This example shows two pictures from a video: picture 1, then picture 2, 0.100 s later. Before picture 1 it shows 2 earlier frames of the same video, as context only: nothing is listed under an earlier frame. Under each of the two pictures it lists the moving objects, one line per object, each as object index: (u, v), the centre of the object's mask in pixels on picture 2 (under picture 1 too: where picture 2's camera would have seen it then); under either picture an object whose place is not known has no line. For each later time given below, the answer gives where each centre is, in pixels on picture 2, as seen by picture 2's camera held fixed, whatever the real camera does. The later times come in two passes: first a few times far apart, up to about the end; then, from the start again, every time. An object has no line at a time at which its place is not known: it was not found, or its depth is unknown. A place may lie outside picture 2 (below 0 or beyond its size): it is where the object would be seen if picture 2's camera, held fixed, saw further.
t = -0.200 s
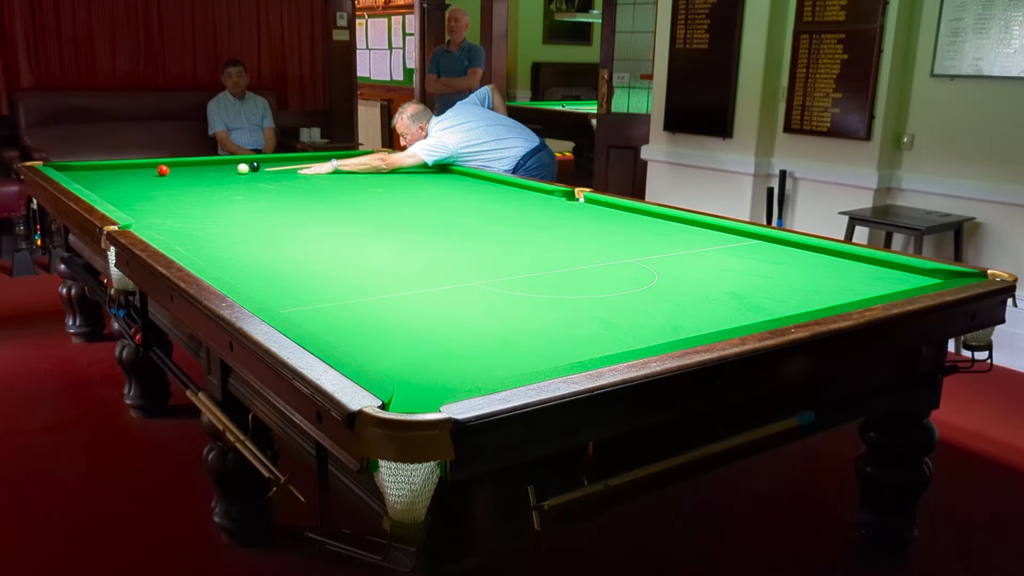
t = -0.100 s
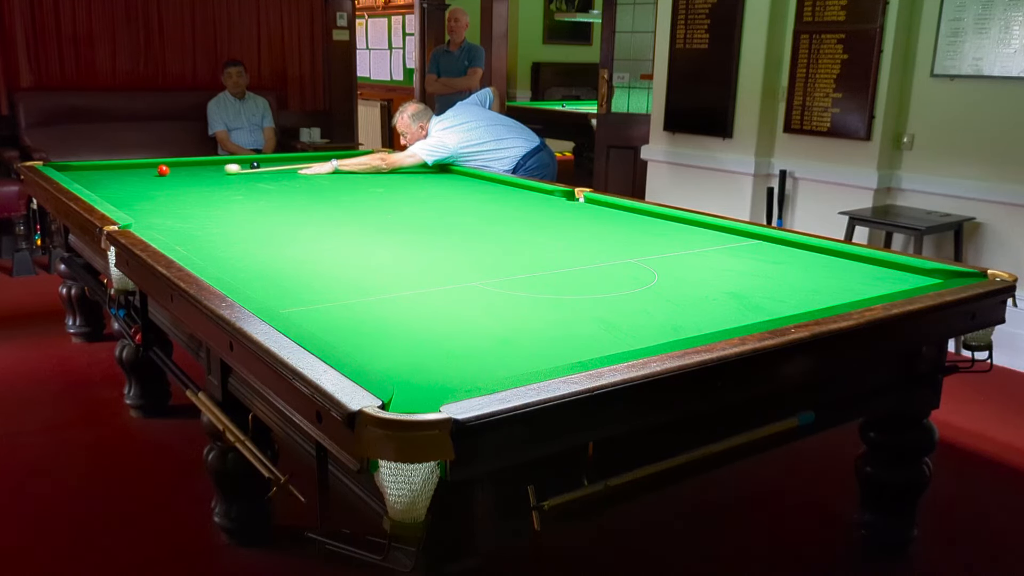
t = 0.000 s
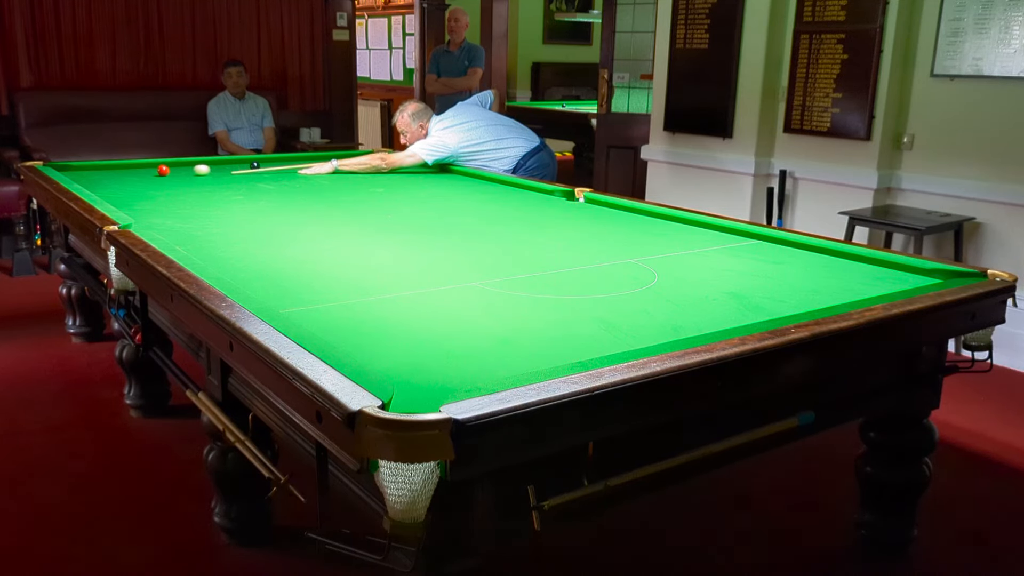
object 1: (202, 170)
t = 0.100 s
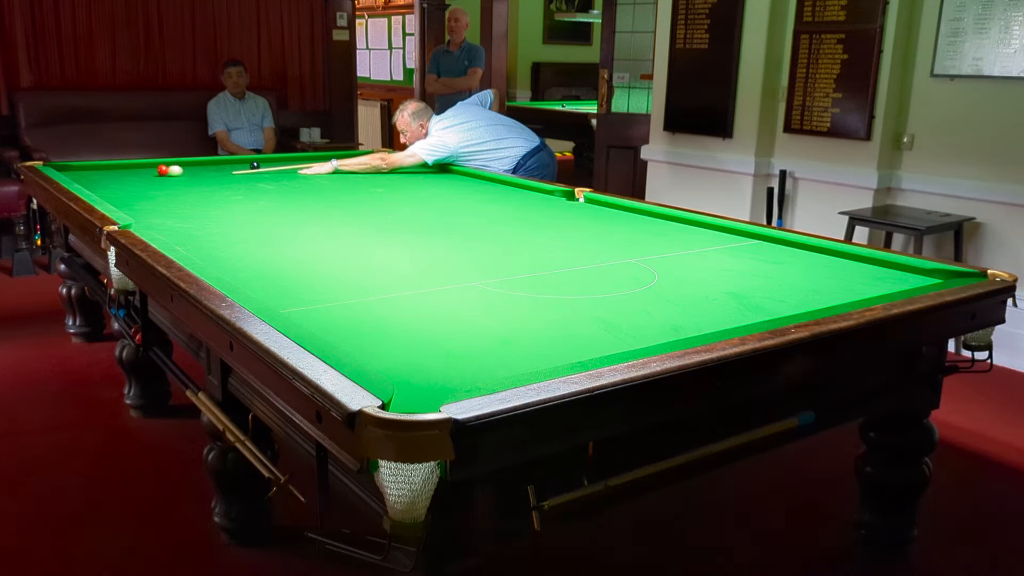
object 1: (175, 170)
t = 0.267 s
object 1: (169, 172)
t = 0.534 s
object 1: (164, 175)
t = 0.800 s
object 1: (159, 177)
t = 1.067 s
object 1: (154, 179)
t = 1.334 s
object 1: (150, 181)
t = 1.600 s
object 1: (146, 183)
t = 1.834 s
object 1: (143, 184)
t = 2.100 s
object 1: (140, 186)
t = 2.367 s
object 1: (137, 187)
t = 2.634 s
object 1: (135, 188)
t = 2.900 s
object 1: (133, 189)
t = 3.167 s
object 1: (132, 190)
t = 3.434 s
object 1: (131, 191)
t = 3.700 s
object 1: (131, 191)
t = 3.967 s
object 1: (131, 192)
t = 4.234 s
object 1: (132, 192)
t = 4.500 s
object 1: (132, 192)
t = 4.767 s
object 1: (132, 192)
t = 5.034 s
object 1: (132, 192)
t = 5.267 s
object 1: (132, 192)
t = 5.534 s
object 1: (132, 192)
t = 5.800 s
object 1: (131, 192)
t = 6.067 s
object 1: (132, 192)
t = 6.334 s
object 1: (132, 192)
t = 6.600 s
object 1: (132, 192)
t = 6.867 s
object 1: (132, 192)
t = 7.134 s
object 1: (132, 192)
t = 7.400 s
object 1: (132, 192)
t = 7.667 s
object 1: (132, 192)
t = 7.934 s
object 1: (132, 192)
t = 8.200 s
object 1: (132, 192)
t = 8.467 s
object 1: (132, 192)
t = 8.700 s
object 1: (132, 192)
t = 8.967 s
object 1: (132, 192)
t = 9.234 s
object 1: (132, 192)
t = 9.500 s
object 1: (131, 192)
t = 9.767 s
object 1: (132, 192)
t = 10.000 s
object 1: (131, 192)
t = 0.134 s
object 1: (172, 171)
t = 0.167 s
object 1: (171, 171)
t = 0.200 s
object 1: (170, 172)
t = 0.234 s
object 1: (169, 172)
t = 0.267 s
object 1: (169, 172)
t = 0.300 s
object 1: (168, 172)
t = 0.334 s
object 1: (167, 173)
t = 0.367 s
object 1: (167, 173)
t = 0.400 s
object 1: (166, 173)
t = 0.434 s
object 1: (165, 174)
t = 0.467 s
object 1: (165, 174)
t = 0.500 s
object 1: (164, 174)
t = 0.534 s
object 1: (164, 175)
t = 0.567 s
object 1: (163, 175)
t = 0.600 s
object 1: (163, 175)
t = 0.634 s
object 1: (162, 175)
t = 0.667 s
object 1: (161, 176)
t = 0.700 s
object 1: (161, 176)
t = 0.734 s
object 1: (160, 176)
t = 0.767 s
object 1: (159, 177)
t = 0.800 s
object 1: (159, 177)
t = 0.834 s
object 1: (158, 177)
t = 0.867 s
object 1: (158, 177)
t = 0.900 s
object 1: (157, 177)
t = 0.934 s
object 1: (157, 178)
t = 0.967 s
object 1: (156, 178)
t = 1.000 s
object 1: (155, 178)
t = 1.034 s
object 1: (155, 179)
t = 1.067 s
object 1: (154, 179)
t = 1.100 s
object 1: (154, 179)
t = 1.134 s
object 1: (153, 179)
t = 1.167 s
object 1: (153, 179)
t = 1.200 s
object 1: (152, 180)
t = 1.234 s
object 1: (152, 180)
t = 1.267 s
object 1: (151, 180)
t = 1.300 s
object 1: (151, 180)
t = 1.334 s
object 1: (150, 181)
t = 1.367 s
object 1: (150, 181)
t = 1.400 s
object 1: (149, 181)
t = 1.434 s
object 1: (149, 181)
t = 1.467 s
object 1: (148, 182)
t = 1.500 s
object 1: (148, 182)
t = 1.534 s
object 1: (147, 182)
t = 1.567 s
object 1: (147, 182)
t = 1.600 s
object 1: (146, 183)
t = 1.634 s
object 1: (146, 183)
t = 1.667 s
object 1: (145, 183)
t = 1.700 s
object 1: (145, 183)
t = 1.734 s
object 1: (144, 183)
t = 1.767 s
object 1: (144, 184)
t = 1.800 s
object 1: (144, 184)
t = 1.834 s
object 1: (143, 184)
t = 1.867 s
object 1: (143, 184)
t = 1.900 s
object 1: (142, 184)
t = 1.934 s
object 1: (142, 185)
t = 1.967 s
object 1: (142, 185)
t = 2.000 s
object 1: (141, 185)
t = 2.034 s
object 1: (141, 185)
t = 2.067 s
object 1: (140, 185)
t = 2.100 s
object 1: (140, 186)
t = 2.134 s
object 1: (140, 186)
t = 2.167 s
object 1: (139, 186)
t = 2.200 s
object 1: (139, 186)
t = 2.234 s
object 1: (139, 186)
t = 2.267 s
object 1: (138, 186)
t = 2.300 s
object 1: (138, 187)
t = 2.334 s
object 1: (138, 187)
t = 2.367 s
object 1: (137, 187)
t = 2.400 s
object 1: (137, 187)
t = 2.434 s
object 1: (137, 187)
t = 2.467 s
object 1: (136, 188)
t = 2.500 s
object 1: (136, 188)
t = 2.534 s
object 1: (136, 188)
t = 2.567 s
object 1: (136, 188)
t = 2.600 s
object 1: (135, 188)
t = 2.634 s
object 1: (135, 188)
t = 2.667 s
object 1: (135, 188)
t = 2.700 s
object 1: (135, 189)
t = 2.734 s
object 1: (135, 189)
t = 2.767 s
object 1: (134, 189)
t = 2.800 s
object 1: (134, 189)
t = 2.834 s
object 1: (134, 189)
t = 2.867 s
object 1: (134, 189)
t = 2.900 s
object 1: (133, 189)
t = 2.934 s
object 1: (133, 190)
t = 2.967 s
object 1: (133, 190)
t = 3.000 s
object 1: (133, 190)
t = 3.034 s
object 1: (133, 190)
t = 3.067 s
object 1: (132, 190)
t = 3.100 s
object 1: (132, 190)
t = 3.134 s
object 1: (132, 190)
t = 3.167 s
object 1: (132, 190)
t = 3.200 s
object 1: (132, 190)
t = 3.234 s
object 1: (132, 191)
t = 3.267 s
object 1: (132, 191)
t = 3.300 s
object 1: (131, 191)
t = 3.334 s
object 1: (131, 191)
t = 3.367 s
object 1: (131, 191)
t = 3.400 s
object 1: (131, 191)
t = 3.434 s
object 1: (131, 191)
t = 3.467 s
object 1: (131, 191)
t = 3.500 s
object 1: (131, 191)
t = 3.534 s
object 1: (131, 191)
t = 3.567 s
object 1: (131, 191)
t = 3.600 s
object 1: (131, 191)
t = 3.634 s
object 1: (131, 191)
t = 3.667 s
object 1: (131, 191)
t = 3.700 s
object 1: (131, 191)
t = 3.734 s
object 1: (131, 191)
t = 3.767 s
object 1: (131, 192)
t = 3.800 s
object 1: (131, 191)
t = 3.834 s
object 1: (131, 191)
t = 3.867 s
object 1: (131, 192)
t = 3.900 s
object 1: (131, 192)
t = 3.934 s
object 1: (131, 192)
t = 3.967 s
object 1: (131, 192)
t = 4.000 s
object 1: (131, 192)
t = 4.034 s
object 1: (131, 192)
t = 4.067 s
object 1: (131, 192)
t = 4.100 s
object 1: (131, 192)
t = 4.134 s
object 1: (132, 192)
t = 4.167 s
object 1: (132, 192)
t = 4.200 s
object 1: (132, 192)
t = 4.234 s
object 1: (132, 192)
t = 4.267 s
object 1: (132, 192)
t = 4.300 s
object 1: (132, 192)
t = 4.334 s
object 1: (132, 192)
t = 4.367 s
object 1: (132, 192)
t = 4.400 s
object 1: (132, 192)
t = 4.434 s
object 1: (132, 192)
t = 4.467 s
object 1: (132, 192)
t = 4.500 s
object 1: (132, 192)
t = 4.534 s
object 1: (132, 192)
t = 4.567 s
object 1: (132, 192)
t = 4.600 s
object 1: (132, 192)
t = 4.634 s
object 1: (132, 192)
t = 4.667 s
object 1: (132, 192)
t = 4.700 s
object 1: (132, 192)
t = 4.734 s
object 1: (132, 192)
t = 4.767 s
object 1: (132, 192)
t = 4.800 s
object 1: (132, 192)
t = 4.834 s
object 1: (132, 192)
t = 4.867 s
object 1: (132, 192)
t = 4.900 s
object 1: (132, 192)
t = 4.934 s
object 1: (132, 192)
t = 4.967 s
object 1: (132, 192)
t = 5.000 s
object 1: (132, 192)
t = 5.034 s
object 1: (132, 192)
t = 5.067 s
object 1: (132, 192)
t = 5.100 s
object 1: (132, 192)
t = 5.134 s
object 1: (132, 192)
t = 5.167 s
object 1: (132, 192)
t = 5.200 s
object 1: (132, 192)
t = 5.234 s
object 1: (132, 192)
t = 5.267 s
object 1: (132, 192)
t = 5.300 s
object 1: (132, 192)
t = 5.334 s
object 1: (132, 192)
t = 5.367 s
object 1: (132, 192)
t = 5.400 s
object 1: (132, 192)
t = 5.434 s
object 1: (132, 192)
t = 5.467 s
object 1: (132, 192)
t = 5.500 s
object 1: (132, 192)
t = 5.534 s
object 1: (132, 192)
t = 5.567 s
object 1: (131, 192)
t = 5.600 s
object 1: (132, 192)
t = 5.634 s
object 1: (132, 192)
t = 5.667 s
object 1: (132, 192)
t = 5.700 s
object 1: (132, 192)
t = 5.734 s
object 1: (132, 192)
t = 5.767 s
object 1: (132, 192)
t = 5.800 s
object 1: (131, 192)
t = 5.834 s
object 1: (131, 192)
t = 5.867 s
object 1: (131, 192)
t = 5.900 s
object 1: (131, 192)
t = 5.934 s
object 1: (131, 192)
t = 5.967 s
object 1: (132, 192)
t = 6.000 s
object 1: (132, 192)
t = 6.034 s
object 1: (132, 192)
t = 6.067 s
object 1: (132, 192)
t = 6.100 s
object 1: (132, 192)
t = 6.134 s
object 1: (132, 192)
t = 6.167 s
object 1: (132, 192)
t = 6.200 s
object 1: (132, 192)
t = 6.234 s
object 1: (132, 192)
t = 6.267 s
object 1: (132, 192)
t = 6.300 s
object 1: (132, 192)
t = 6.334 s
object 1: (132, 192)
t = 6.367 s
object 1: (132, 192)
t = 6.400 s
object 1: (132, 192)
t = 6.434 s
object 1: (132, 192)
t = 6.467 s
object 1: (132, 192)
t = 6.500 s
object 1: (132, 192)
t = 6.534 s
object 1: (132, 192)
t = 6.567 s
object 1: (132, 192)
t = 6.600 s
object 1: (132, 192)
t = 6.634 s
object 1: (132, 192)
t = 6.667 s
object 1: (132, 192)
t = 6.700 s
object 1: (132, 192)
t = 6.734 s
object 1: (132, 192)
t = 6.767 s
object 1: (132, 192)
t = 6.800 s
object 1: (132, 192)
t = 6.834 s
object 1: (132, 192)
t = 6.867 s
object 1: (132, 192)
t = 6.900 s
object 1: (132, 192)
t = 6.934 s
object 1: (132, 192)
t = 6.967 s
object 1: (132, 192)
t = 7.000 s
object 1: (132, 192)
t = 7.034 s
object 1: (132, 192)
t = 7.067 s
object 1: (132, 192)
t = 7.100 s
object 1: (132, 192)
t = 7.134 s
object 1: (132, 192)
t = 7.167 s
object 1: (132, 192)
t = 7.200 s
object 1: (132, 192)
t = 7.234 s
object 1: (132, 192)
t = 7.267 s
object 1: (132, 192)
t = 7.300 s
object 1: (132, 192)
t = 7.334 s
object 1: (132, 192)
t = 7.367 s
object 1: (132, 192)
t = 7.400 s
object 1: (132, 192)
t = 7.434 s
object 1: (132, 192)
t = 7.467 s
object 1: (132, 192)
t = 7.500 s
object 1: (132, 192)
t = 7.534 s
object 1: (132, 192)
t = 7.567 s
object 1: (132, 192)
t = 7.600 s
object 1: (132, 192)
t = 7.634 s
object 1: (132, 192)
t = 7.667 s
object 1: (132, 192)
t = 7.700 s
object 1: (132, 192)
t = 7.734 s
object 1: (132, 192)
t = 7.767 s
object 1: (132, 192)
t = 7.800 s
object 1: (132, 192)
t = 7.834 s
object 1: (132, 192)
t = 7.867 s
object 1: (132, 192)
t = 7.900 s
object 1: (132, 192)
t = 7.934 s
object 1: (132, 192)
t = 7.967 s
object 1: (132, 192)
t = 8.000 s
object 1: (132, 192)
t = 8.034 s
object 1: (132, 192)
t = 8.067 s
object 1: (132, 192)
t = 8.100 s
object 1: (132, 192)
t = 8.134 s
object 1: (132, 192)
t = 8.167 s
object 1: (132, 192)
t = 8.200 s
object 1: (132, 192)
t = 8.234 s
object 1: (132, 192)
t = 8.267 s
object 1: (132, 192)
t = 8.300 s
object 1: (131, 192)
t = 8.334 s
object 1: (132, 192)
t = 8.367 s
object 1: (132, 192)
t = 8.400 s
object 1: (132, 192)
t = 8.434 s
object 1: (132, 192)
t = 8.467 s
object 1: (132, 192)
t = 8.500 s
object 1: (132, 192)
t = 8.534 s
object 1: (132, 192)
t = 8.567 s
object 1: (132, 192)
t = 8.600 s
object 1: (132, 192)
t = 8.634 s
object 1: (132, 192)
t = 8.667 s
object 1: (132, 192)
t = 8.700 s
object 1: (132, 192)
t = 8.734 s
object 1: (132, 192)
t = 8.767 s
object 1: (132, 192)
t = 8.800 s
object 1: (132, 192)
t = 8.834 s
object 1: (132, 192)
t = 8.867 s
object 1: (132, 192)
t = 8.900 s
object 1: (132, 192)
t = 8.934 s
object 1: (132, 192)
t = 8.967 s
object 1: (132, 192)
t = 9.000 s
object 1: (132, 192)
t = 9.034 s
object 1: (132, 192)
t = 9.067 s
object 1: (132, 192)
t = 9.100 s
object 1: (132, 192)
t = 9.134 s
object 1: (132, 192)
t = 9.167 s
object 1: (132, 192)
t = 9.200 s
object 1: (131, 192)
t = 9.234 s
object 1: (132, 192)
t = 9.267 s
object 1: (132, 192)
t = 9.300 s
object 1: (132, 192)
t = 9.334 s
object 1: (132, 192)
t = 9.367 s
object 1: (132, 192)
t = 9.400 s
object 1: (131, 192)
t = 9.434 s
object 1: (132, 192)
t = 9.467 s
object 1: (132, 192)
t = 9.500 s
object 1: (131, 192)
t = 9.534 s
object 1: (132, 192)
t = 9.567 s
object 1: (132, 192)
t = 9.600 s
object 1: (132, 192)
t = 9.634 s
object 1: (132, 192)
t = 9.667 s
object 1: (132, 192)
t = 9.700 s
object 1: (132, 192)
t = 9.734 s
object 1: (131, 192)
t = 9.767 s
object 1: (132, 192)
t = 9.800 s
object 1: (132, 192)
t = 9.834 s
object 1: (132, 192)
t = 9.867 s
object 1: (131, 192)
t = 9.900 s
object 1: (131, 192)
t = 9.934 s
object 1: (132, 192)
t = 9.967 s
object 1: (132, 192)
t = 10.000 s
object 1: (131, 192)
